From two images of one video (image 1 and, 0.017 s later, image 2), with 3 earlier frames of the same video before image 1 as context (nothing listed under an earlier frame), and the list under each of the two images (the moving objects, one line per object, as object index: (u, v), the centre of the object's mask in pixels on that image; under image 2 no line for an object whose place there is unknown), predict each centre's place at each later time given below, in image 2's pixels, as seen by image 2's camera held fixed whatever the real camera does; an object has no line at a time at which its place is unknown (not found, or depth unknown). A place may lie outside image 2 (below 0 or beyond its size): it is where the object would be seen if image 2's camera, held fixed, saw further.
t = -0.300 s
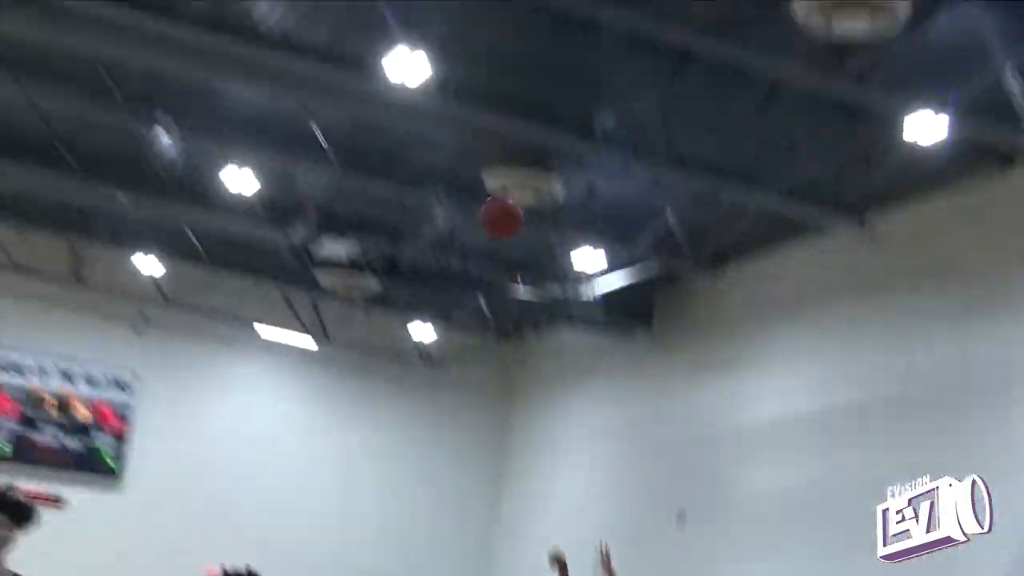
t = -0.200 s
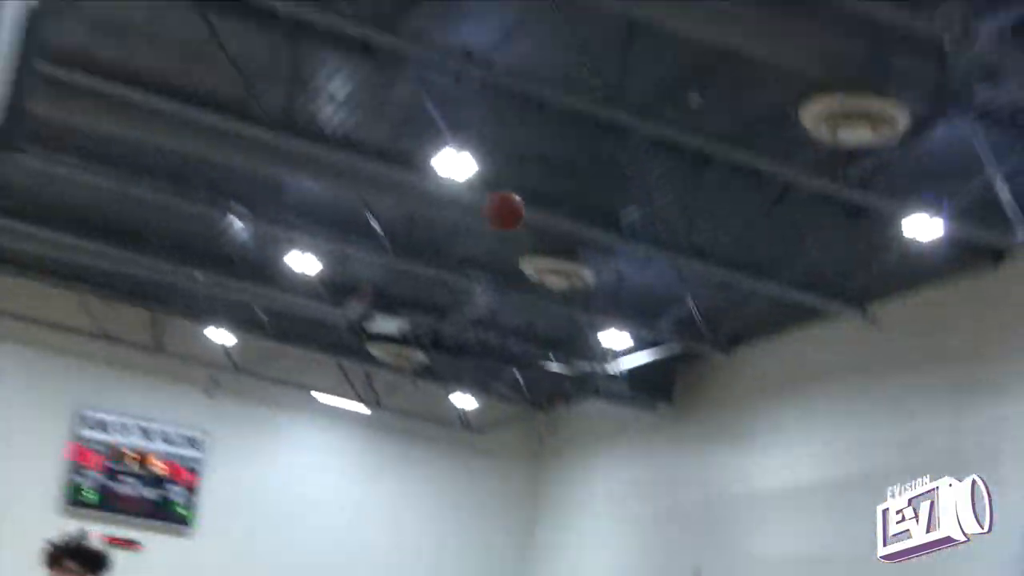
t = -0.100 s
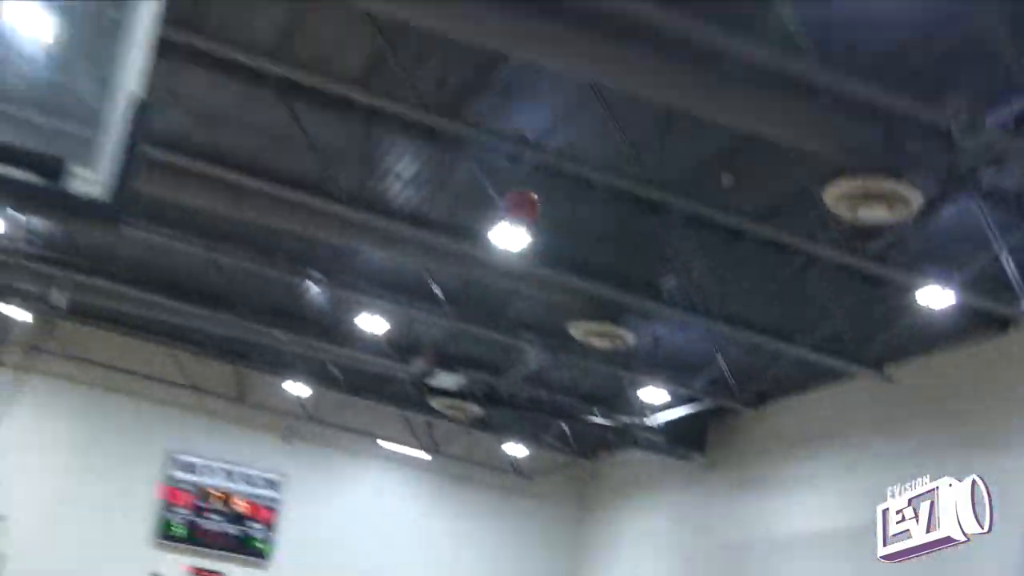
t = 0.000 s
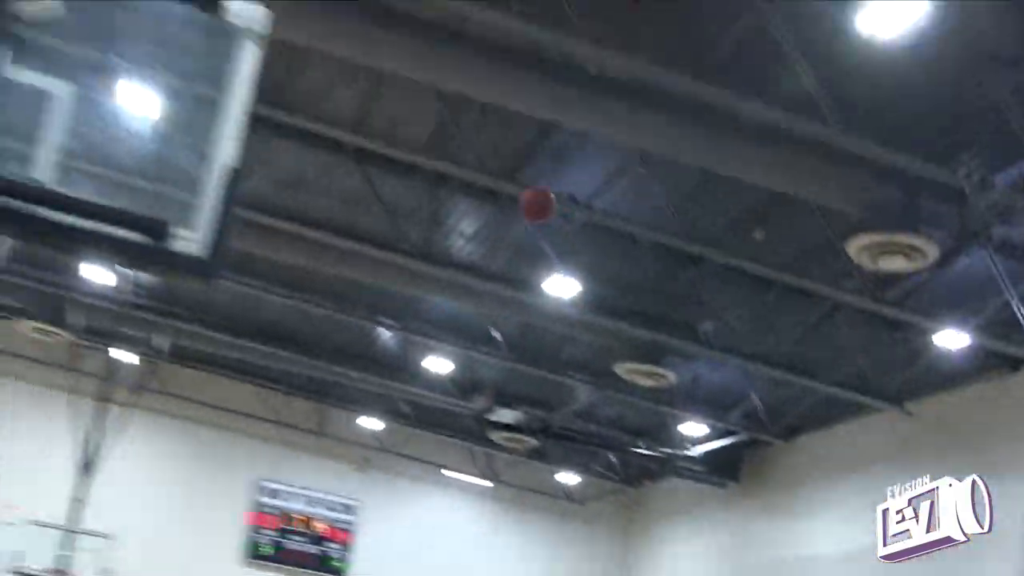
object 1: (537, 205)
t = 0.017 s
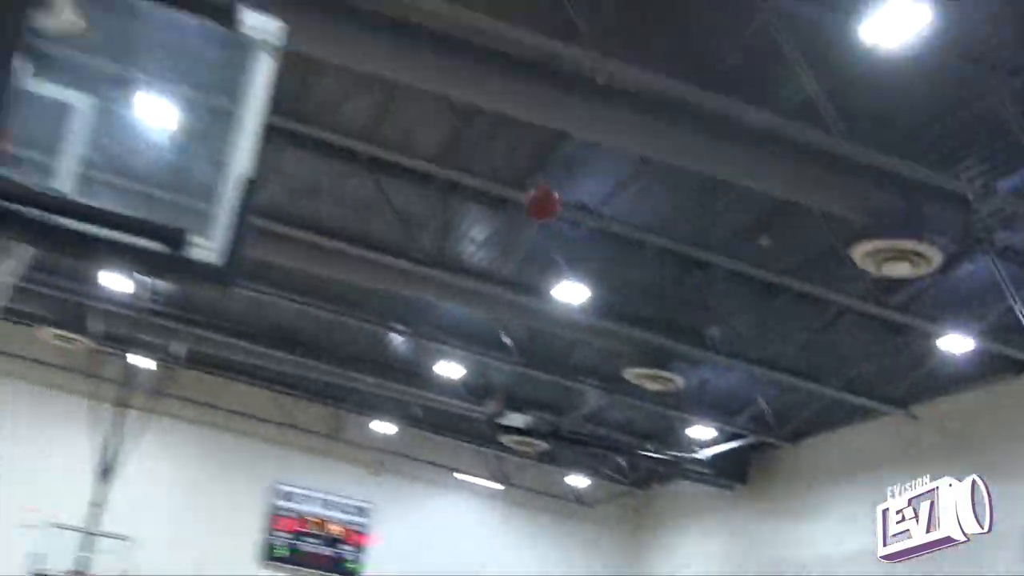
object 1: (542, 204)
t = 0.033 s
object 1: (535, 196)
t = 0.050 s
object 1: (529, 186)
